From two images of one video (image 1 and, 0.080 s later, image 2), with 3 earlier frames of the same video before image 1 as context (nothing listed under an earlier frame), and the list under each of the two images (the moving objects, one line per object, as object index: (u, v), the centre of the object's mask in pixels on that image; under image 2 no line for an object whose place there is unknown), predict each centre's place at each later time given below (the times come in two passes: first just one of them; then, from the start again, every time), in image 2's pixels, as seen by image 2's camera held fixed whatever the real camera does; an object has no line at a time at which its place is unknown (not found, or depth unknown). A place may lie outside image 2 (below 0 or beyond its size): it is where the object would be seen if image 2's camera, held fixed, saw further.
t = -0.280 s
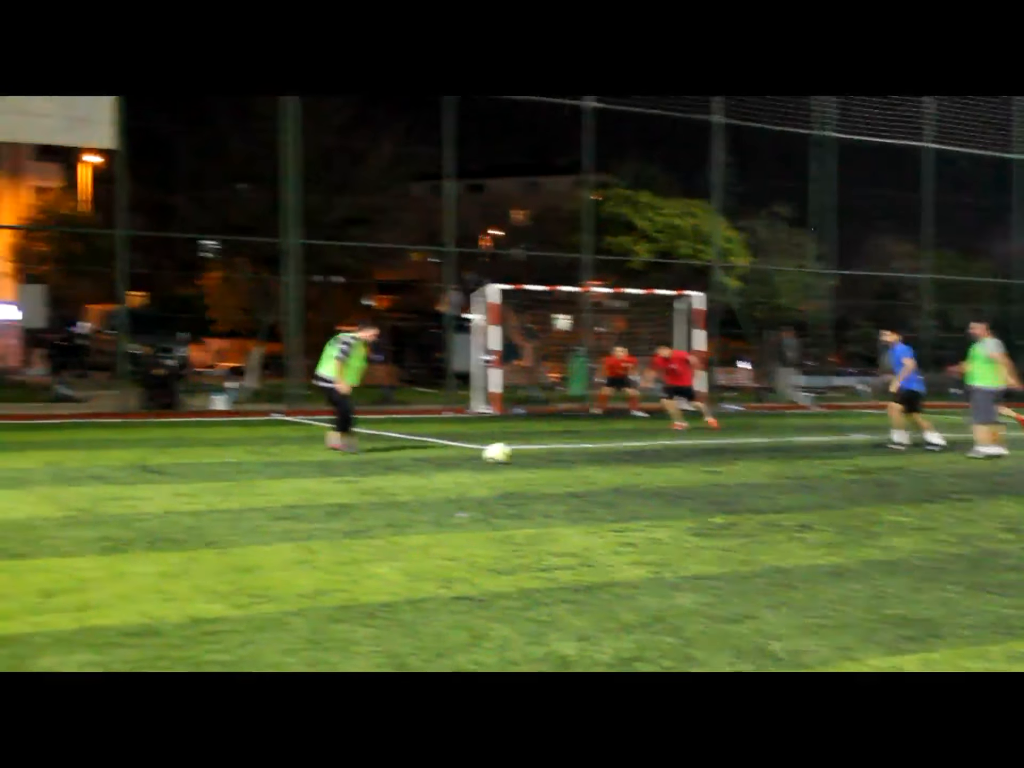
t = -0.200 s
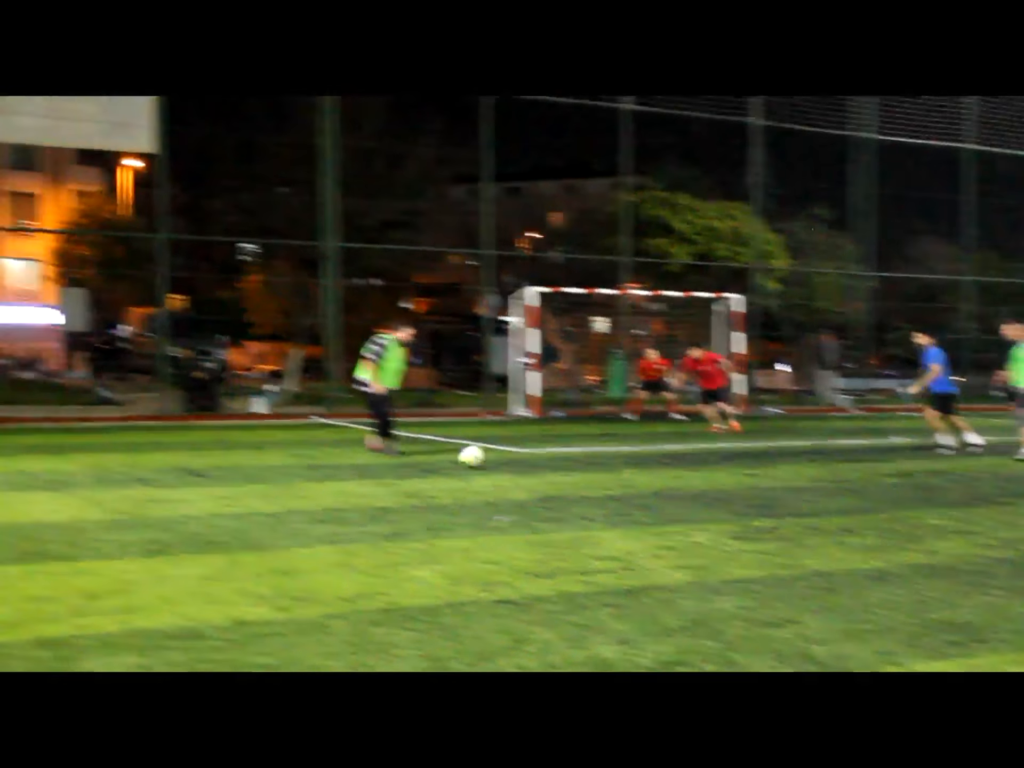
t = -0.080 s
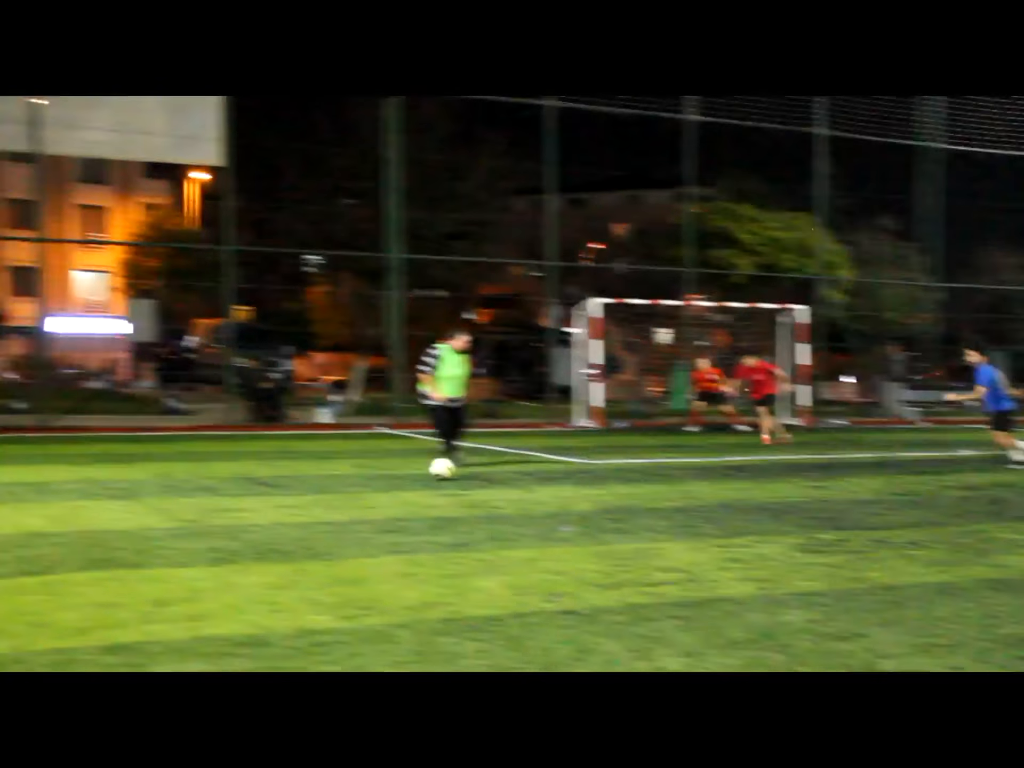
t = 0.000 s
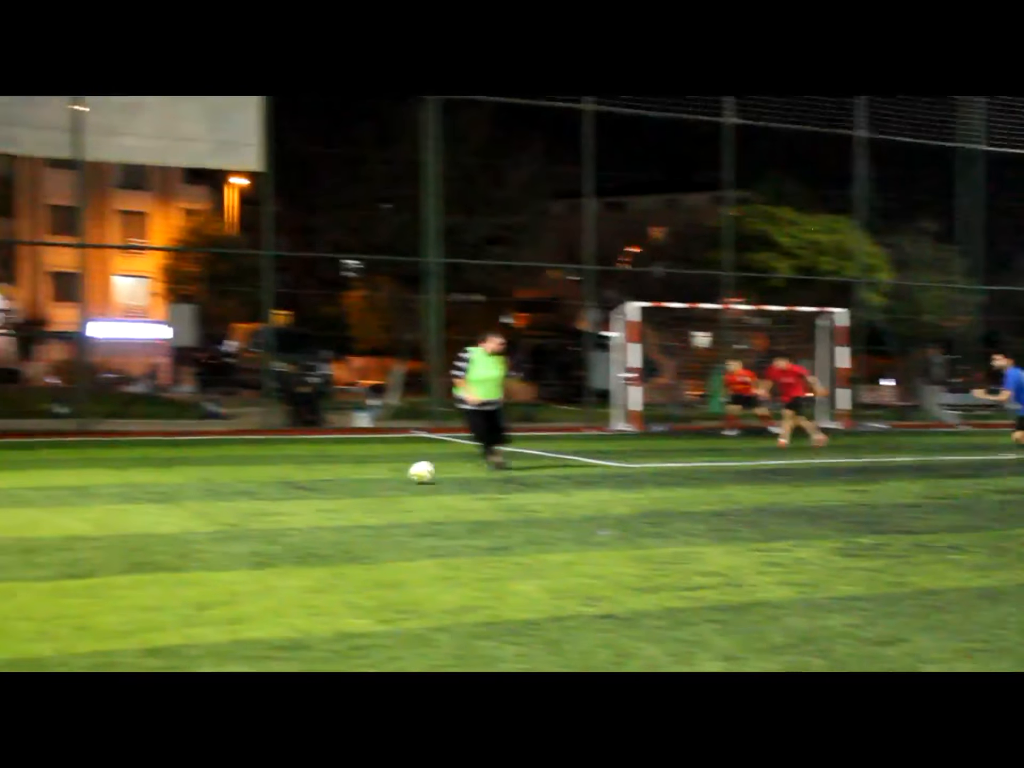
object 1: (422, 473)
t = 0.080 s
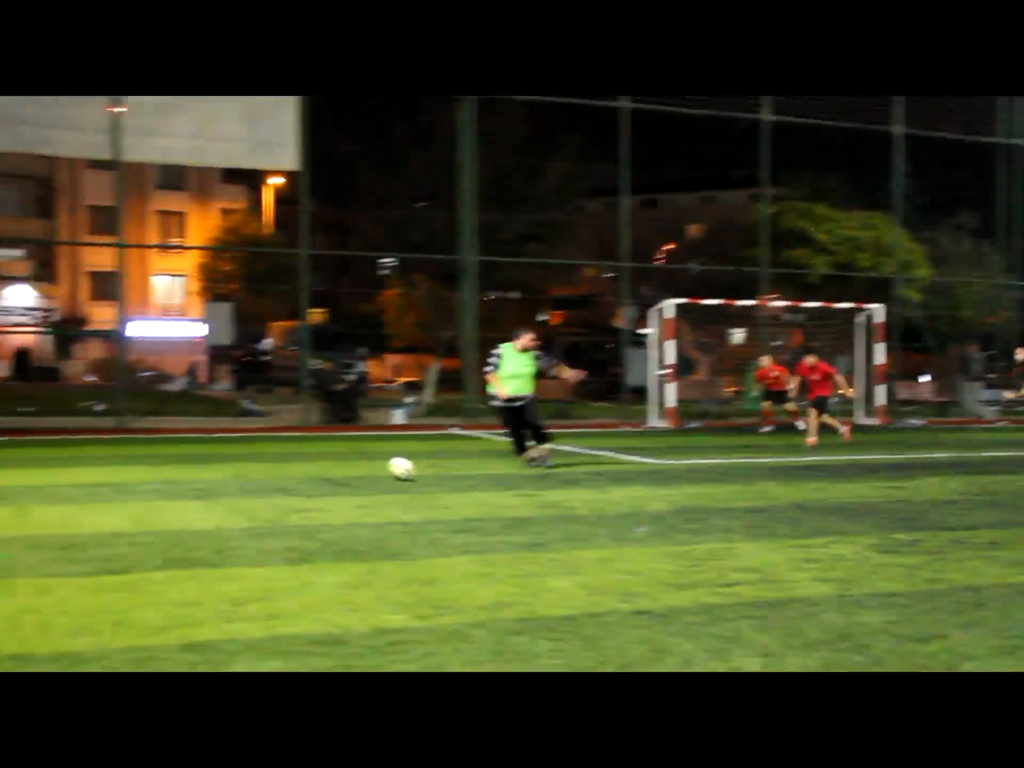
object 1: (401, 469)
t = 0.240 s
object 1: (300, 470)
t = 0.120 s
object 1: (375, 469)
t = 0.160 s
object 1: (349, 470)
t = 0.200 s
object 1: (321, 470)
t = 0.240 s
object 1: (300, 470)
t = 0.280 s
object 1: (281, 465)
